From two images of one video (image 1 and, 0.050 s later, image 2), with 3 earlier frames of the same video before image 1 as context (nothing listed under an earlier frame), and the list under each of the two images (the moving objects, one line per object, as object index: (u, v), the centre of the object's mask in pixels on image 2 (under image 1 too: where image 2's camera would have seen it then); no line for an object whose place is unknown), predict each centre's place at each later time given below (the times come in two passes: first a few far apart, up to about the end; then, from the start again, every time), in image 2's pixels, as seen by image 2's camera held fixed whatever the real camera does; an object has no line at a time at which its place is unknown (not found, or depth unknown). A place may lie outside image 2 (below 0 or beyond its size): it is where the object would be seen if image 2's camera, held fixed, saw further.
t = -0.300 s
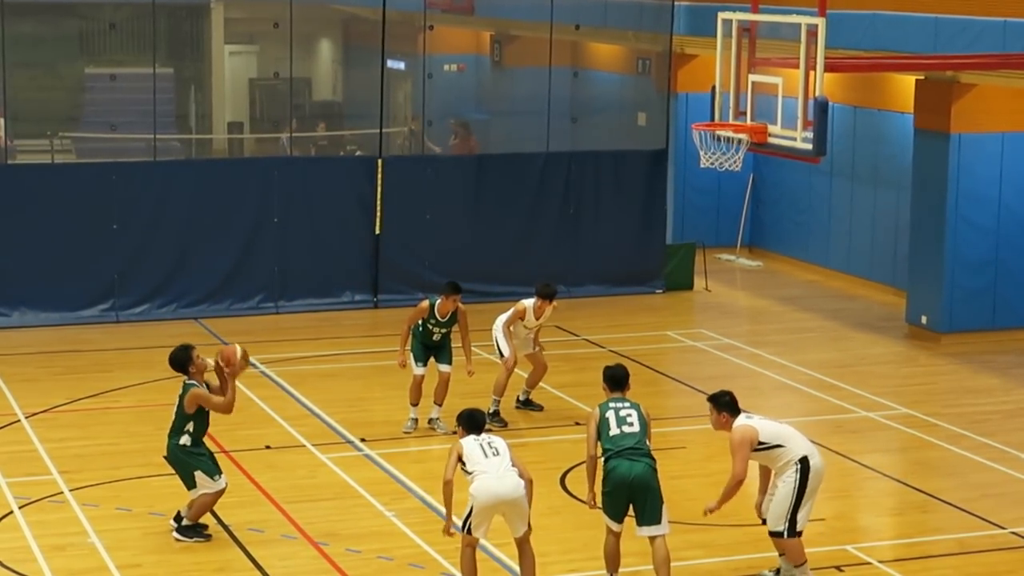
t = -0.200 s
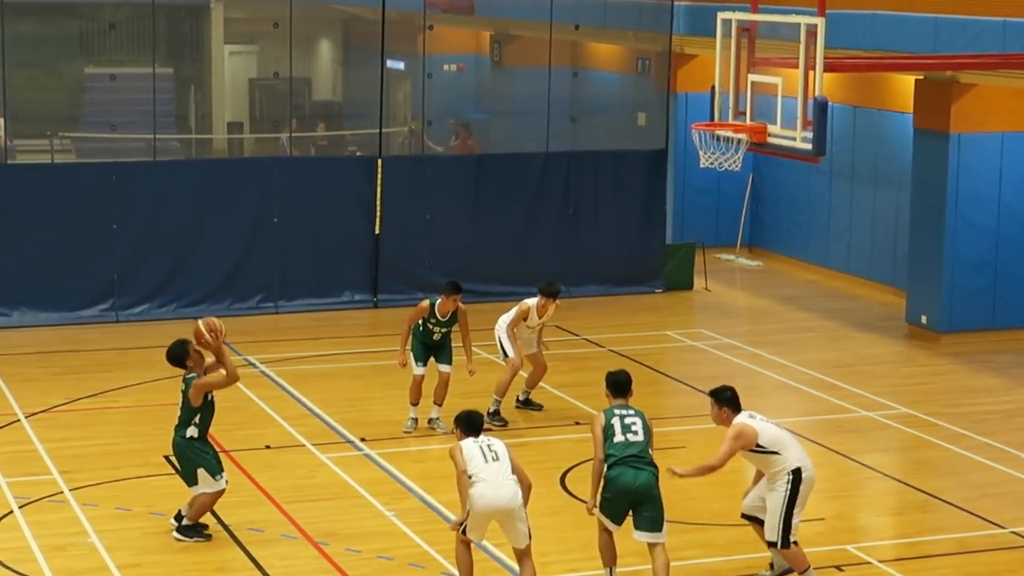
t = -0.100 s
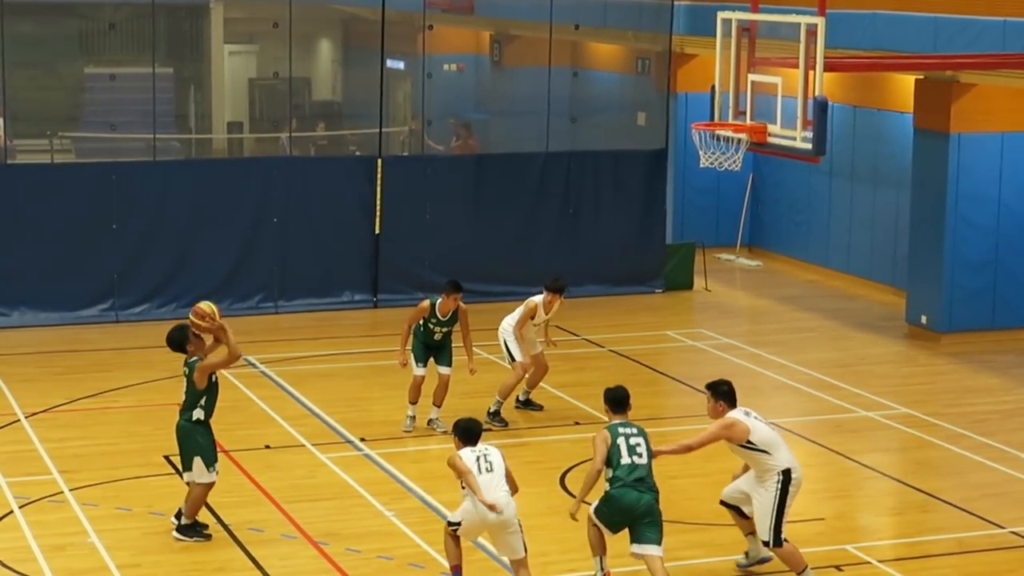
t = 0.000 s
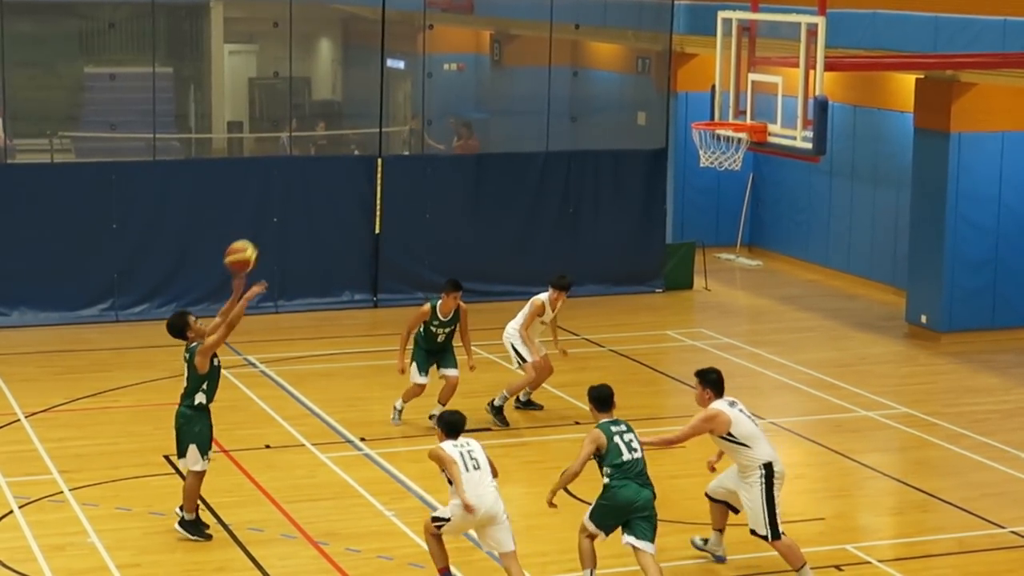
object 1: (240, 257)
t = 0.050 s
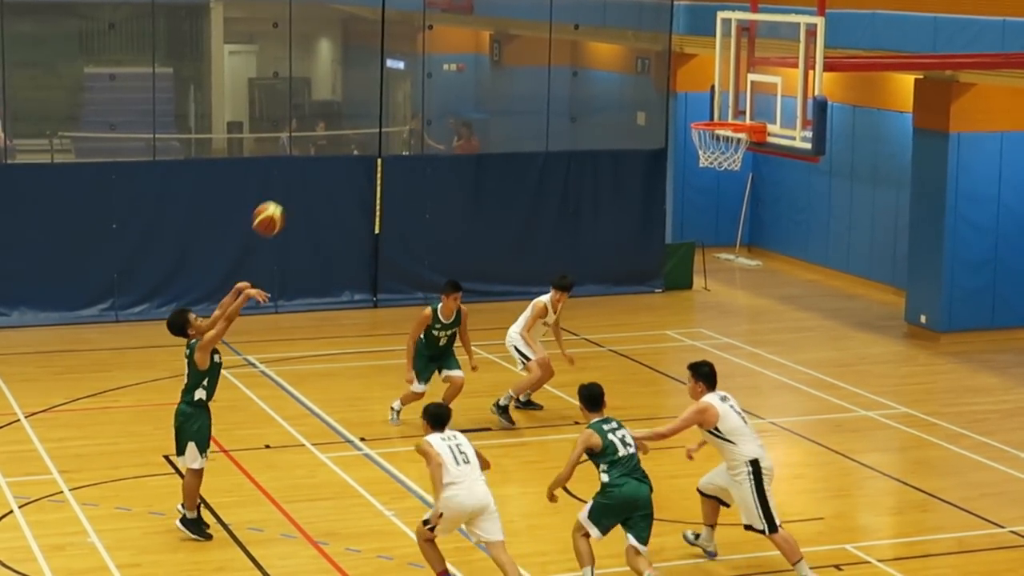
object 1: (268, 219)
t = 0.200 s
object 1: (349, 124)
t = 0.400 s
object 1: (456, 44)
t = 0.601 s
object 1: (556, 18)
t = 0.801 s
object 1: (652, 41)
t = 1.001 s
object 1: (741, 110)
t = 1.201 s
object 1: (747, 47)
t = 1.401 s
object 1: (728, 27)
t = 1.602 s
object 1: (708, 53)
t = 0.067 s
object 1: (277, 207)
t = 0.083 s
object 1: (286, 195)
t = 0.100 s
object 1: (296, 183)
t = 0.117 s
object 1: (305, 172)
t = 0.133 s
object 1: (314, 162)
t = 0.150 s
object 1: (322, 152)
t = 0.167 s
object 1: (331, 142)
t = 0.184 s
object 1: (341, 133)
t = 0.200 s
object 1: (349, 124)
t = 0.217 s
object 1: (358, 115)
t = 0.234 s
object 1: (367, 107)
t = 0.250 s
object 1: (377, 99)
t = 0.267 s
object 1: (386, 91)
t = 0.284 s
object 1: (394, 84)
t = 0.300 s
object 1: (403, 78)
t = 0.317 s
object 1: (413, 71)
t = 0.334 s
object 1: (421, 65)
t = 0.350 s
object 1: (430, 60)
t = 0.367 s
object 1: (439, 54)
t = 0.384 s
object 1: (447, 49)
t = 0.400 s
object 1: (456, 44)
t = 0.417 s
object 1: (465, 40)
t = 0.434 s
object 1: (473, 36)
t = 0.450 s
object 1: (482, 33)
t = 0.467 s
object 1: (490, 30)
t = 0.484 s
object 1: (498, 27)
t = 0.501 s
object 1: (507, 25)
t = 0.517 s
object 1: (515, 22)
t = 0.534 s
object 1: (523, 21)
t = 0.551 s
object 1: (532, 19)
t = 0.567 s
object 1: (540, 18)
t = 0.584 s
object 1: (548, 18)
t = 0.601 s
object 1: (556, 18)
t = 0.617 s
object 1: (565, 17)
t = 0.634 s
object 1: (573, 18)
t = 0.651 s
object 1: (581, 19)
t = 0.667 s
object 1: (589, 20)
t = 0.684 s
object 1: (597, 21)
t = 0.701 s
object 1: (605, 23)
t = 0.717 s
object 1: (613, 25)
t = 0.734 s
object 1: (620, 28)
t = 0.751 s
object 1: (628, 30)
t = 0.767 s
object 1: (636, 33)
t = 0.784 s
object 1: (644, 36)
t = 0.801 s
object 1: (652, 41)
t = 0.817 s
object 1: (659, 45)
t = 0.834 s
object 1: (667, 50)
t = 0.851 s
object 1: (675, 55)
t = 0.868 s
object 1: (682, 59)
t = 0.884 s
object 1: (689, 65)
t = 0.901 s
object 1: (697, 70)
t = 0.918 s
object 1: (704, 76)
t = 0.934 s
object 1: (712, 82)
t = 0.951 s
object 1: (720, 89)
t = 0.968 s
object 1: (727, 95)
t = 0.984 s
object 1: (734, 103)
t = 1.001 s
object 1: (741, 110)
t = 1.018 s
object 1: (746, 113)
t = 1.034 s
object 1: (746, 105)
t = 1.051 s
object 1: (746, 100)
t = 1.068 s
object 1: (748, 91)
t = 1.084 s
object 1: (748, 84)
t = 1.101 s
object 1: (749, 77)
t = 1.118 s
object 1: (748, 72)
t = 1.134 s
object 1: (749, 65)
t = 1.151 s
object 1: (750, 59)
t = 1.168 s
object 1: (750, 55)
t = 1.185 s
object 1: (748, 50)
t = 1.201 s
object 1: (747, 47)
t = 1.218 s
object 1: (745, 43)
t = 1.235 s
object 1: (743, 40)
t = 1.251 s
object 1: (741, 38)
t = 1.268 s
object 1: (740, 36)
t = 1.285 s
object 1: (739, 33)
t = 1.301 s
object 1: (738, 32)
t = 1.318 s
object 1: (736, 30)
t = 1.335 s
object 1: (735, 29)
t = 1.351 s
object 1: (733, 28)
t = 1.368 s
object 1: (731, 27)
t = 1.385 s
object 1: (729, 27)
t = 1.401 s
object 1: (728, 27)
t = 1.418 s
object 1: (727, 27)
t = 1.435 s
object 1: (725, 29)
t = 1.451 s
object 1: (723, 29)
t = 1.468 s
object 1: (722, 30)
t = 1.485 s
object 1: (720, 32)
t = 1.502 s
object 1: (718, 34)
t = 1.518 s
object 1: (717, 37)
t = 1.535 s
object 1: (714, 40)
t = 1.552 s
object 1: (713, 43)
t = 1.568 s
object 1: (712, 46)
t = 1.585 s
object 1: (710, 49)
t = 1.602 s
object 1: (708, 53)
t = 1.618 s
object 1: (707, 58)
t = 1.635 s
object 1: (706, 63)
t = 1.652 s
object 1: (704, 67)
